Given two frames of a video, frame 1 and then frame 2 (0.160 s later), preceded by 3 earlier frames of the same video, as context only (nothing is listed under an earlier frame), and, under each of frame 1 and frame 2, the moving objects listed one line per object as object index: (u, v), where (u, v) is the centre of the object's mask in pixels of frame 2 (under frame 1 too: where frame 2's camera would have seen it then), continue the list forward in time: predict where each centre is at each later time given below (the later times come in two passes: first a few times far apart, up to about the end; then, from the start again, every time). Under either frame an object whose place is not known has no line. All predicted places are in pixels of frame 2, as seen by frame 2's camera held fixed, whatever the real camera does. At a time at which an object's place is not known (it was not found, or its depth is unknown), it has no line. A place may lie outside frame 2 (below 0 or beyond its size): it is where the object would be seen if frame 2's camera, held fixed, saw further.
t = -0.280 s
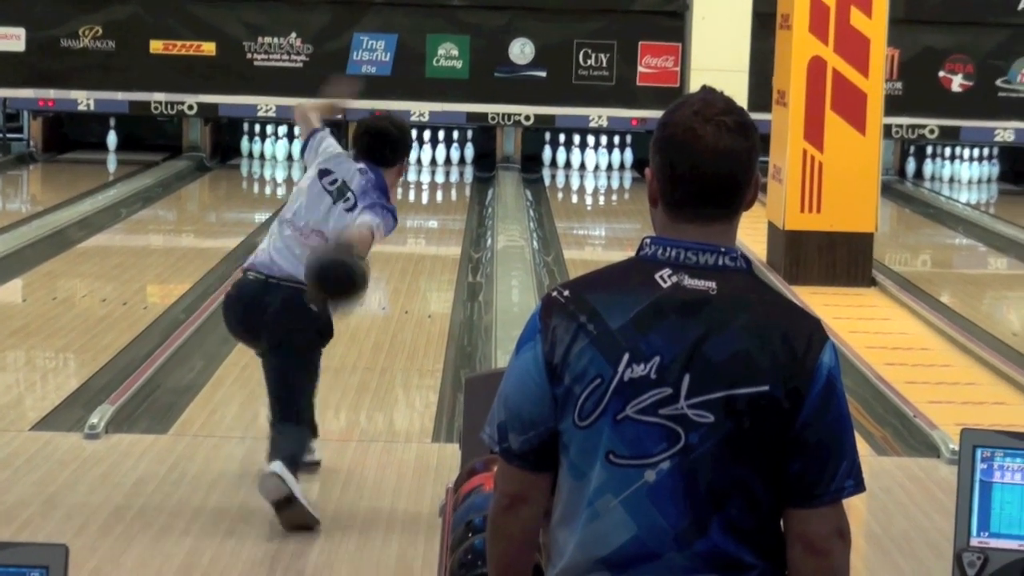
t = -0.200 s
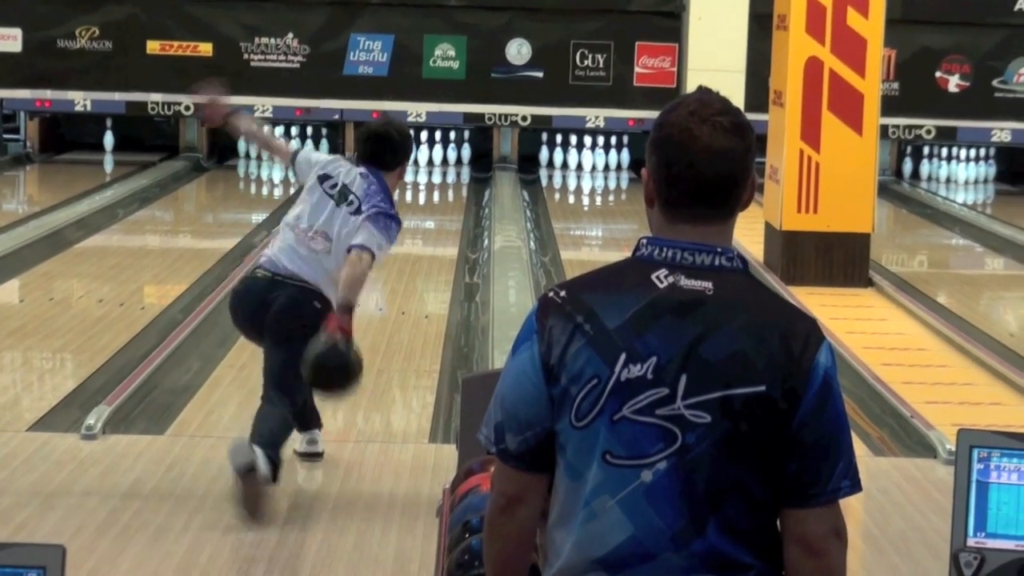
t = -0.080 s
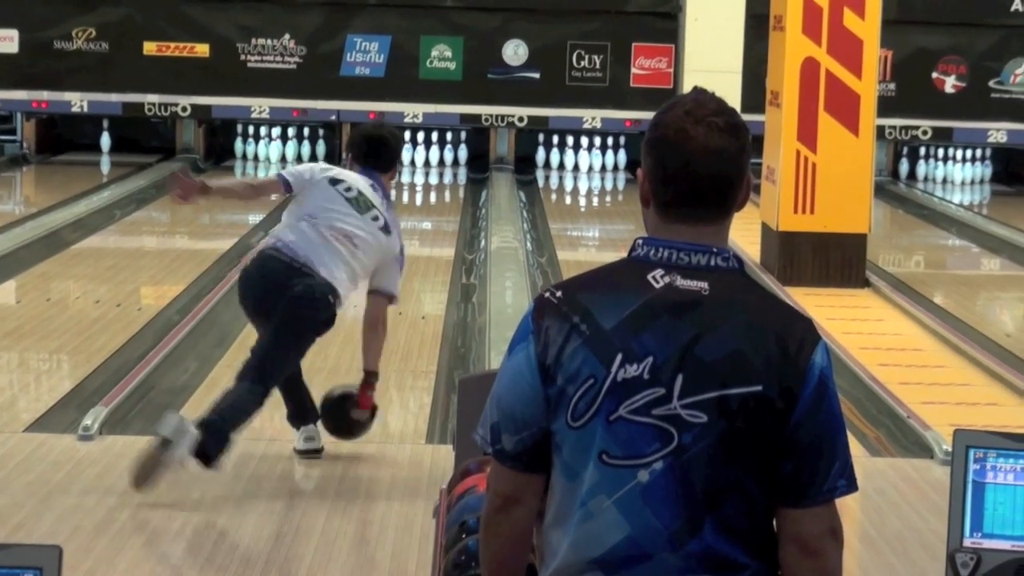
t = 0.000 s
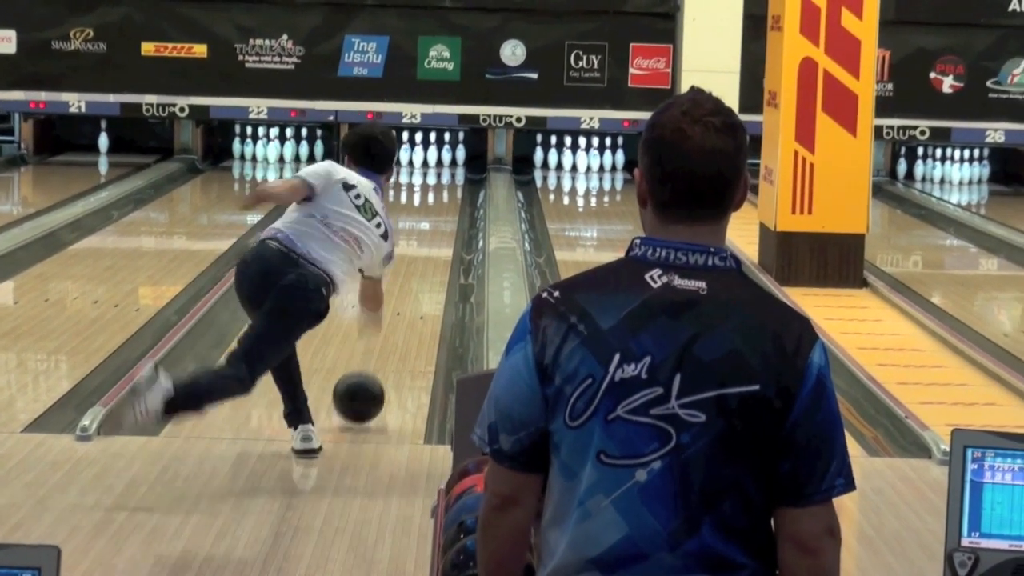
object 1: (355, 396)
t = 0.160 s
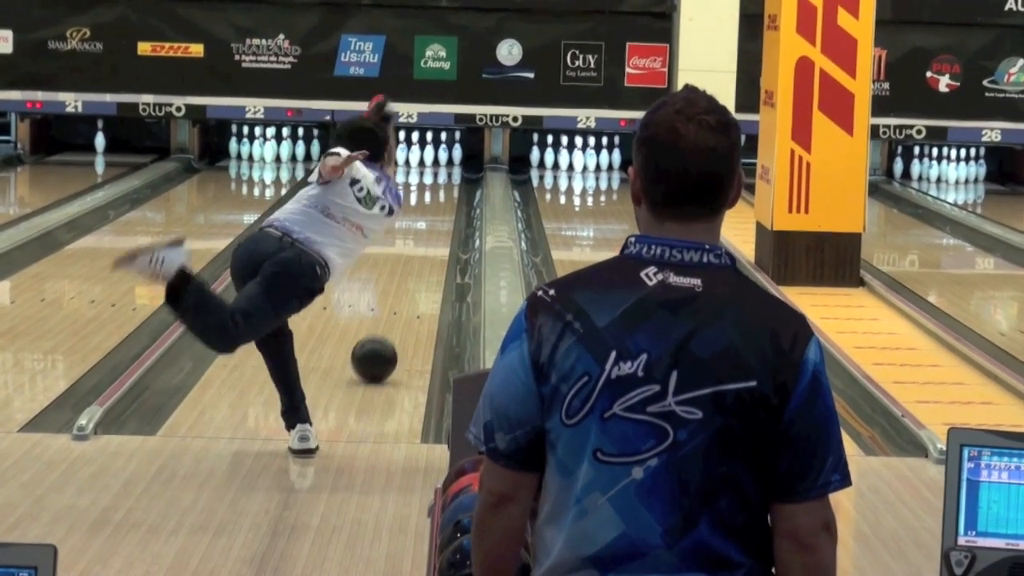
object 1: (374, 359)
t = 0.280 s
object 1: (385, 332)
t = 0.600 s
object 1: (407, 278)
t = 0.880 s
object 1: (420, 244)
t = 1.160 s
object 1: (428, 219)
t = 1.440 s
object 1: (432, 198)
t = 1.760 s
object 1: (432, 180)
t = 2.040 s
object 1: (428, 167)
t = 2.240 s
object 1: (422, 159)
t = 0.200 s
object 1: (378, 349)
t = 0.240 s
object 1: (382, 341)
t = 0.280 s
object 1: (385, 332)
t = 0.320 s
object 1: (389, 324)
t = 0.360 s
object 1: (392, 317)
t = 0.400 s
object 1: (395, 309)
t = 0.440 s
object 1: (398, 302)
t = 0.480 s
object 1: (400, 296)
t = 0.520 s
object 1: (403, 290)
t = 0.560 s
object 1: (405, 284)
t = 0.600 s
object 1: (407, 278)
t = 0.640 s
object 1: (409, 273)
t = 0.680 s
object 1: (412, 268)
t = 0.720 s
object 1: (413, 263)
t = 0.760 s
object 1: (415, 258)
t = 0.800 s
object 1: (417, 253)
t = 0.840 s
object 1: (418, 249)
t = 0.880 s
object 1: (420, 244)
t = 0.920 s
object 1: (421, 240)
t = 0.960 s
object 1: (422, 236)
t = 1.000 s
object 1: (424, 232)
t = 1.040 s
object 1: (425, 229)
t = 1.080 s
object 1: (426, 225)
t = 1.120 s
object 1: (427, 222)
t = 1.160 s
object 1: (428, 219)
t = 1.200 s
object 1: (428, 216)
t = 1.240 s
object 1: (429, 213)
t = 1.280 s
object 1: (430, 210)
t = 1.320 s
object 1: (430, 207)
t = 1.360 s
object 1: (431, 204)
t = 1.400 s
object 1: (431, 201)
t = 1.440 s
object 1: (432, 198)
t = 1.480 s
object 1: (432, 196)
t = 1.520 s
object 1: (432, 193)
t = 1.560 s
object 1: (433, 191)
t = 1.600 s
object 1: (433, 189)
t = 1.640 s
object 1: (433, 186)
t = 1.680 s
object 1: (432, 184)
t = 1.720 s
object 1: (432, 182)
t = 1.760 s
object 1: (432, 180)
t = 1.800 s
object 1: (432, 177)
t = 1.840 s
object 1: (431, 175)
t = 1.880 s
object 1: (430, 173)
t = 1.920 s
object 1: (430, 171)
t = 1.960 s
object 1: (429, 170)
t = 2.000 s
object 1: (429, 168)
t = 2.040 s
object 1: (428, 167)
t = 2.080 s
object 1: (426, 165)
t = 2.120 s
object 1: (425, 163)
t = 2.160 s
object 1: (423, 161)
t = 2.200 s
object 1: (422, 160)
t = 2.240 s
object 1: (422, 159)
